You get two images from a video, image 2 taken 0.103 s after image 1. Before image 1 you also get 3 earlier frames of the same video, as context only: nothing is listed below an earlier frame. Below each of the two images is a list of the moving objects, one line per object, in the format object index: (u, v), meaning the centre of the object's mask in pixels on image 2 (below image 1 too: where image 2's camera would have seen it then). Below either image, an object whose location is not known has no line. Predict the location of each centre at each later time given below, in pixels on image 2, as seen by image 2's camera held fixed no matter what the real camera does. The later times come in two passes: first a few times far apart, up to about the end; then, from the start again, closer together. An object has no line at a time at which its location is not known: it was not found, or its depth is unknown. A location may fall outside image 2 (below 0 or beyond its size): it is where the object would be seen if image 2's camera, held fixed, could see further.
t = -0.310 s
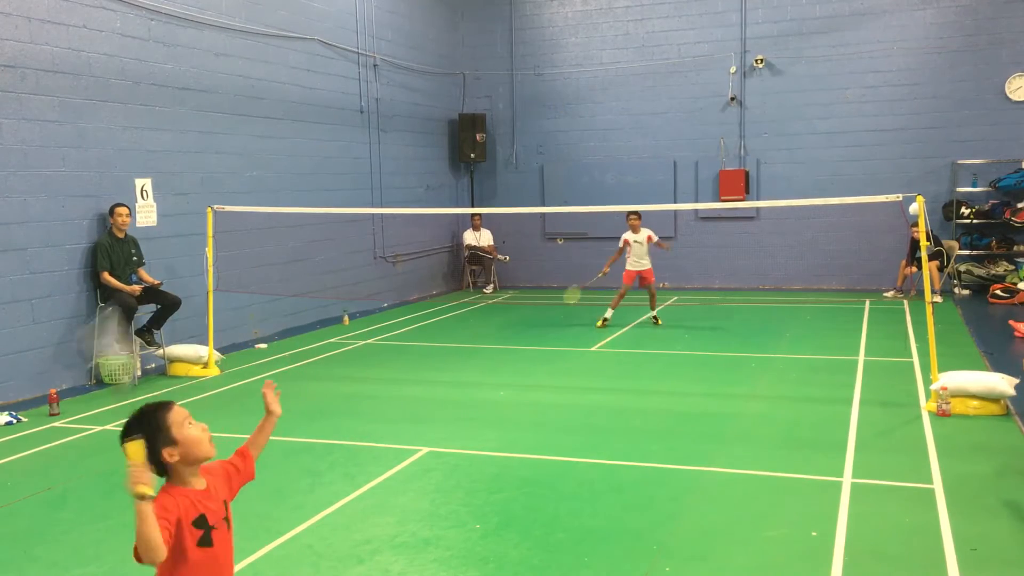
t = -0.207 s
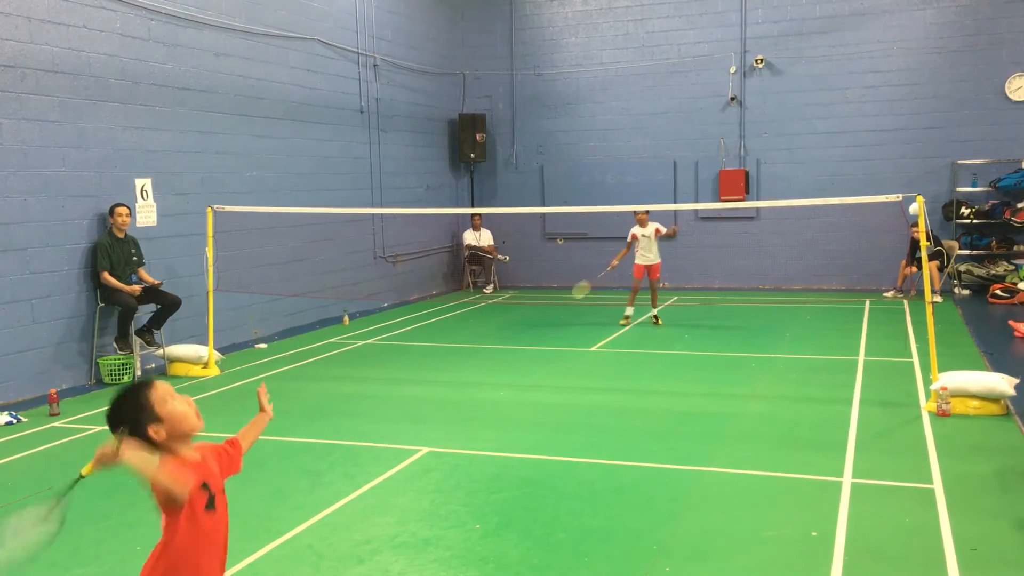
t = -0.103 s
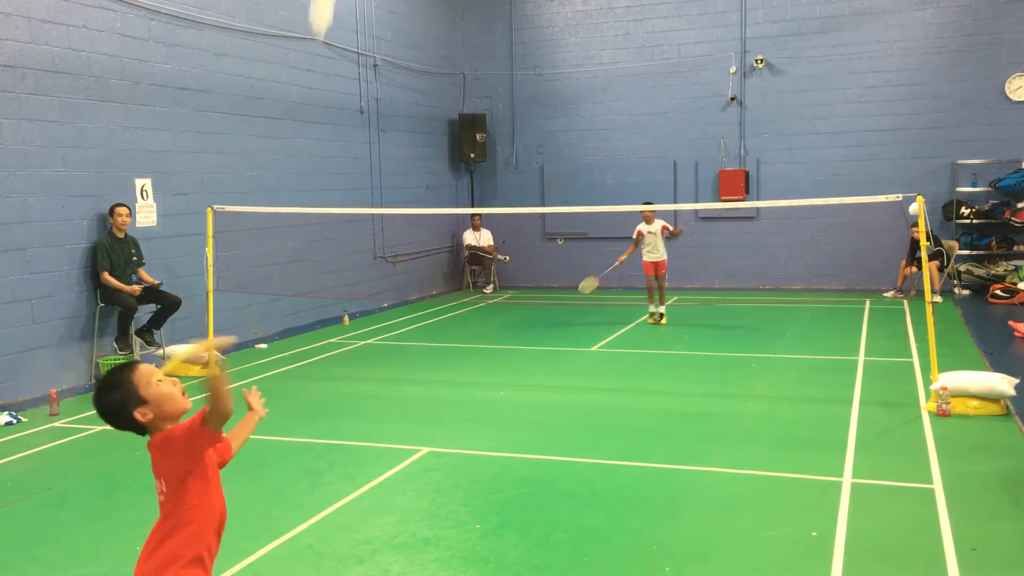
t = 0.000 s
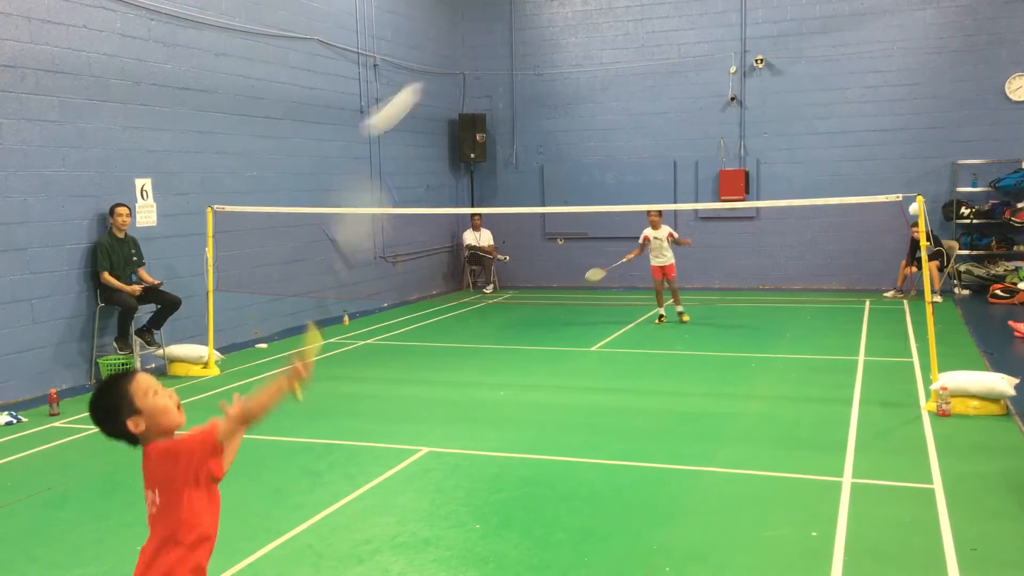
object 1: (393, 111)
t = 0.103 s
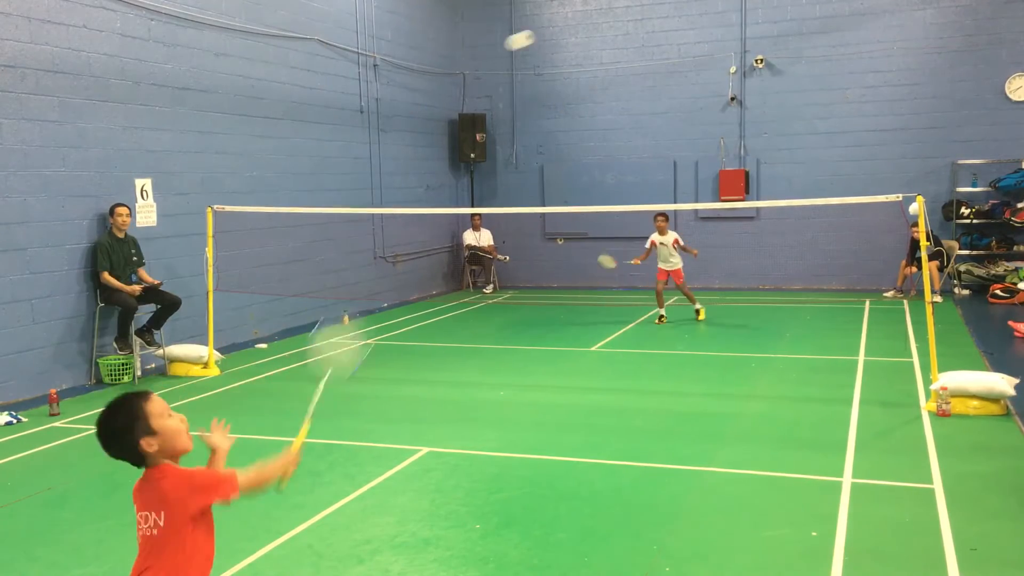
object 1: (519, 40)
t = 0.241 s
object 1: (587, 29)
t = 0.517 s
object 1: (643, 78)
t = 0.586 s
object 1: (651, 98)
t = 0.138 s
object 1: (542, 33)
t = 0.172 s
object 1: (560, 29)
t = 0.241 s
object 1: (587, 29)
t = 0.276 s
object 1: (598, 32)
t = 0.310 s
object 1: (607, 36)
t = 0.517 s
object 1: (643, 78)
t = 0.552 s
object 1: (647, 88)
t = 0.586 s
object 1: (651, 98)
